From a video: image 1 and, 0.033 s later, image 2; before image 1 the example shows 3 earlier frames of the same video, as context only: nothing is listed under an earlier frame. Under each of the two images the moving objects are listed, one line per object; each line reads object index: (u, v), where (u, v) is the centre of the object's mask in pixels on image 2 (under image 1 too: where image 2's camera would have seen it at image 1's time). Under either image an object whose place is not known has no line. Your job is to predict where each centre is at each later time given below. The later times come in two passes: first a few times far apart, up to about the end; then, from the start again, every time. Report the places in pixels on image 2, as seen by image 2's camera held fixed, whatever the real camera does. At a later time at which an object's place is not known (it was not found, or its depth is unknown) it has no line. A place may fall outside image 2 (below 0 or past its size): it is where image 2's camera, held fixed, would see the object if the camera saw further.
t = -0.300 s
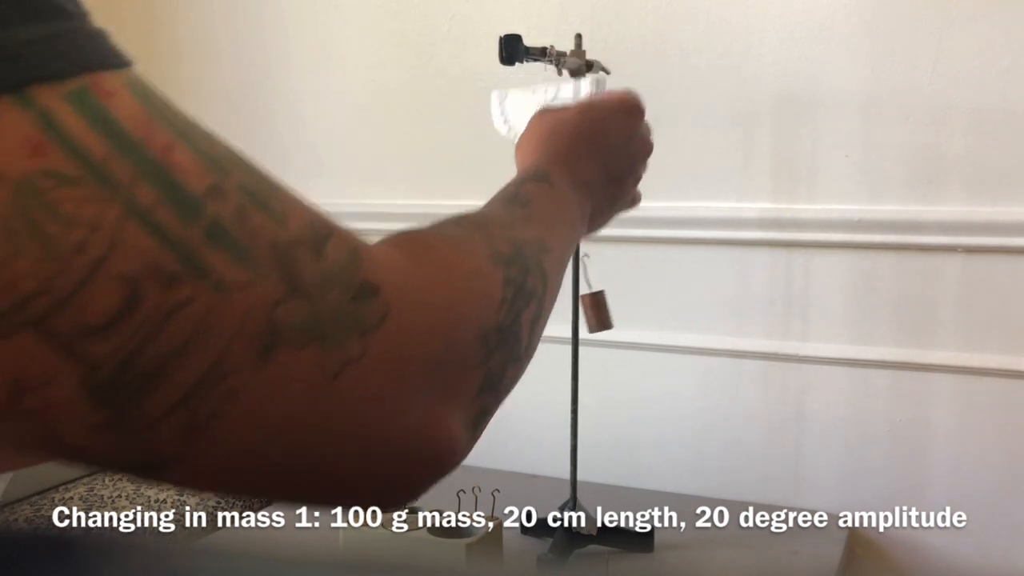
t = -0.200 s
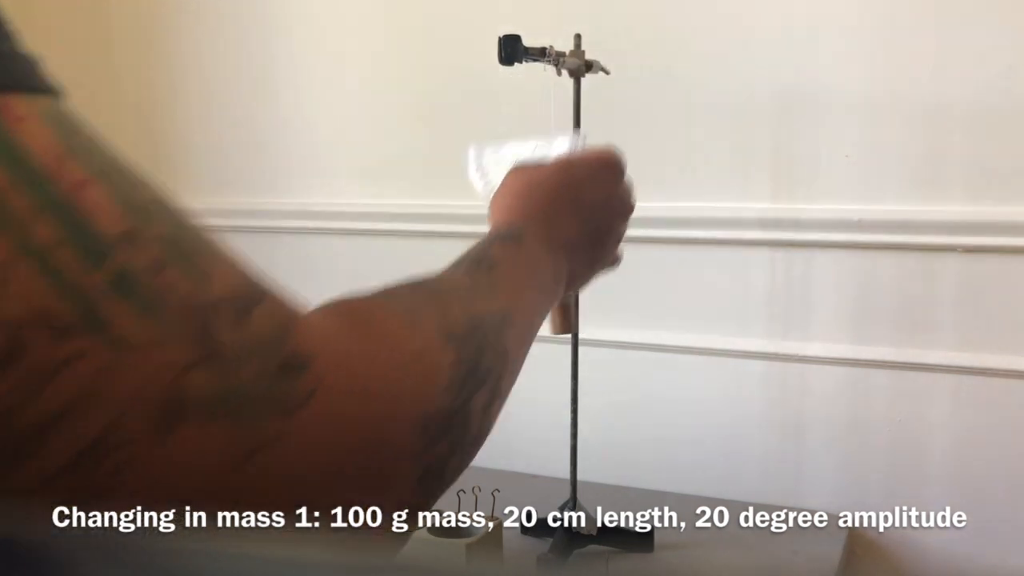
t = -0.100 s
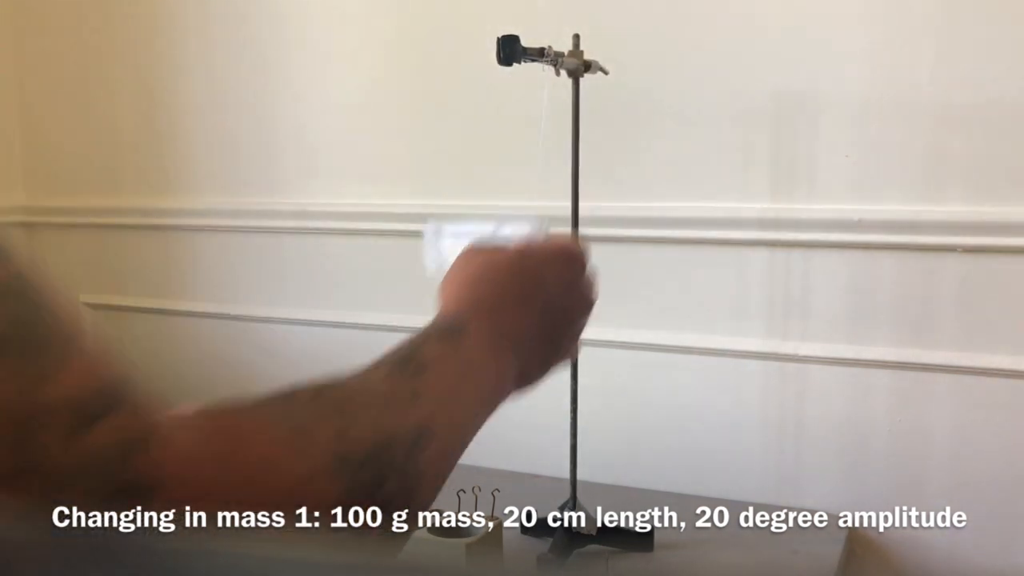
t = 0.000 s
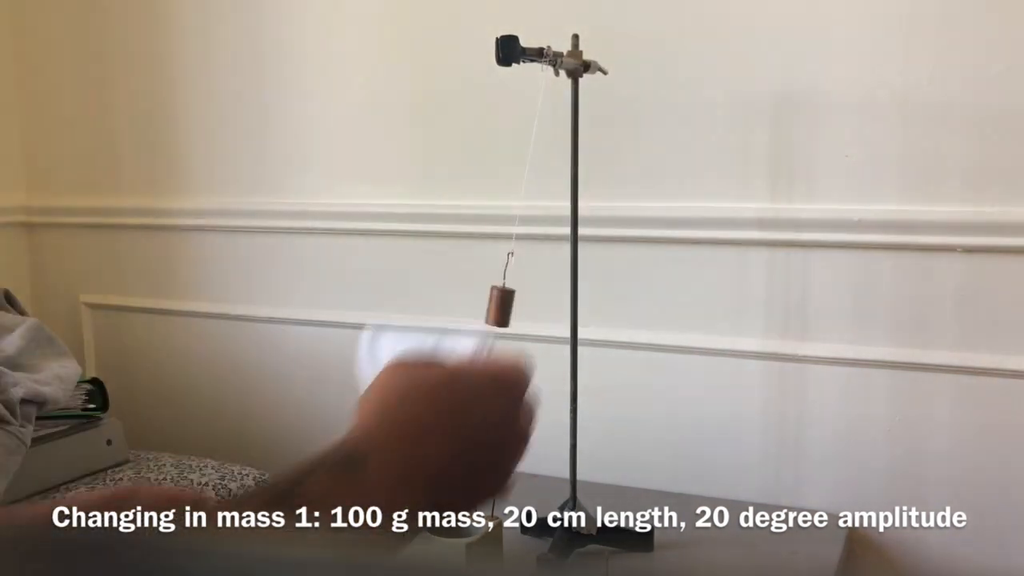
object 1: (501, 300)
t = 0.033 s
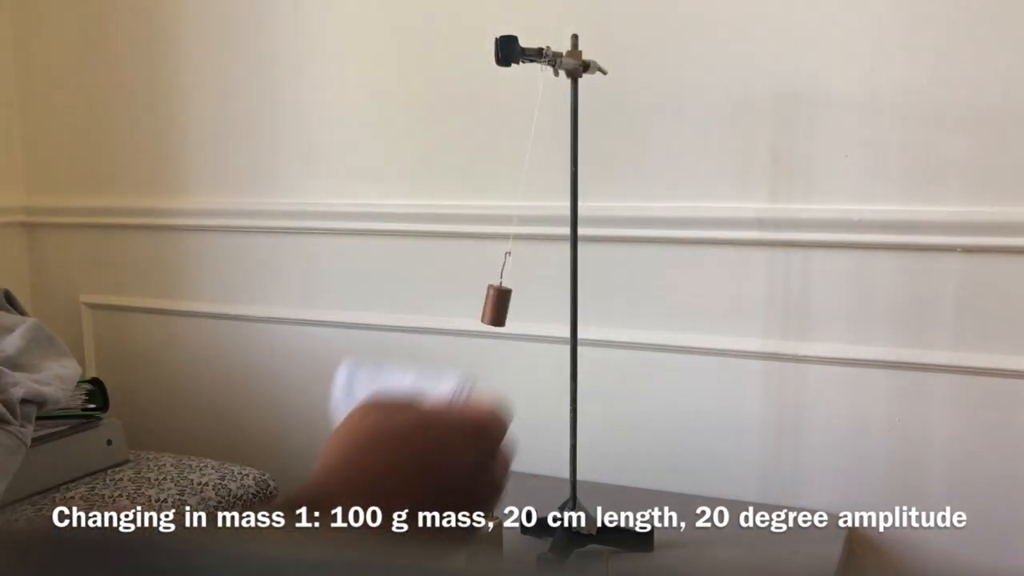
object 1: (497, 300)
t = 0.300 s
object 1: (550, 306)
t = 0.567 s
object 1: (605, 302)
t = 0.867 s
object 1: (523, 303)
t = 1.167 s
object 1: (523, 304)
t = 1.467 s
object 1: (600, 302)
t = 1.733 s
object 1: (551, 306)
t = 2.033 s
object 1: (510, 294)
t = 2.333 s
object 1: (584, 298)
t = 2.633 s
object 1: (566, 306)
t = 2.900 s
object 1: (509, 301)
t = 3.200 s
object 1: (563, 307)
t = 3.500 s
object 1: (583, 305)
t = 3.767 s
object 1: (520, 303)
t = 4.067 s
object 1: (542, 306)
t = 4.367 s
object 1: (591, 307)
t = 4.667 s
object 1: (529, 304)
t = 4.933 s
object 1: (526, 298)
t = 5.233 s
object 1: (585, 295)
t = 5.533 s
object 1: (547, 306)
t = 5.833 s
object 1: (521, 298)
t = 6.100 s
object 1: (577, 313)
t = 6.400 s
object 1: (565, 307)
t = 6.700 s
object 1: (516, 302)
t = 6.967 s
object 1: (560, 307)
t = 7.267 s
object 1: (580, 313)
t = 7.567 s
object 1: (519, 303)
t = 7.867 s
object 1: (550, 306)
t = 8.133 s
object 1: (585, 300)
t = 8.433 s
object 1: (530, 304)
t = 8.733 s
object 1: (534, 306)
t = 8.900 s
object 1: (571, 303)
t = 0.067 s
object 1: (497, 297)
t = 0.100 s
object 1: (498, 300)
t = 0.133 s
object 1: (502, 301)
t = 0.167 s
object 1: (508, 301)
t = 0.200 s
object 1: (517, 302)
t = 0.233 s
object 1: (526, 304)
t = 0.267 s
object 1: (538, 305)
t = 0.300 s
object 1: (550, 306)
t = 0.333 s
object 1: (562, 307)
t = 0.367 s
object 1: (574, 304)
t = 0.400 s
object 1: (584, 306)
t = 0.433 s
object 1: (593, 305)
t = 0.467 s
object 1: (600, 304)
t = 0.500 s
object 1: (604, 303)
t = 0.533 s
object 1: (606, 303)
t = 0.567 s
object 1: (605, 302)
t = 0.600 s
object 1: (601, 304)
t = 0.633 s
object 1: (596, 304)
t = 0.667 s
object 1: (588, 305)
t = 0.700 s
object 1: (578, 304)
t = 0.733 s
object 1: (567, 307)
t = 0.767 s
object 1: (555, 305)
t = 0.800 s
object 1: (544, 305)
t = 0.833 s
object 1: (534, 305)
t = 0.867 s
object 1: (523, 303)
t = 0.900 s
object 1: (516, 294)
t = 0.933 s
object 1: (508, 302)
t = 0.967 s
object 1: (506, 284)
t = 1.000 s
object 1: (504, 284)
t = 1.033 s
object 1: (504, 285)
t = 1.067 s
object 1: (504, 298)
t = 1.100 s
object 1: (509, 295)
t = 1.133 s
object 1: (515, 303)
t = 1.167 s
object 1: (523, 304)
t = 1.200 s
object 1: (533, 305)
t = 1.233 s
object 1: (543, 306)
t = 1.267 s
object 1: (554, 306)
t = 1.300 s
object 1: (565, 307)
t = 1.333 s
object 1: (576, 306)
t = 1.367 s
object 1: (585, 305)
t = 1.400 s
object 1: (590, 290)
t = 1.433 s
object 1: (598, 304)
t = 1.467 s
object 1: (600, 302)
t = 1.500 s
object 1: (601, 303)
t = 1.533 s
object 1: (599, 303)
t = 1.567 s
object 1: (595, 304)
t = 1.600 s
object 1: (587, 295)
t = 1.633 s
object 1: (580, 299)
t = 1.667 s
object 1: (572, 304)
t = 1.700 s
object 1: (561, 305)
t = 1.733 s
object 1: (551, 306)
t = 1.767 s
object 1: (541, 304)
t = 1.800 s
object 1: (531, 304)
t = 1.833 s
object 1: (523, 303)
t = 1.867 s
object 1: (515, 302)
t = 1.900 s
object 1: (510, 302)
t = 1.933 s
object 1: (506, 302)
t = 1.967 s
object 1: (506, 298)
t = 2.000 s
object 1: (507, 297)
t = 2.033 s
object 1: (510, 294)
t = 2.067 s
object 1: (514, 302)
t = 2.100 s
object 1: (521, 304)
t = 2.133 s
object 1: (529, 305)
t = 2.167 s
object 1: (538, 304)
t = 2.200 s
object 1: (548, 306)
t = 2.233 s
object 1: (557, 305)
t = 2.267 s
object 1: (568, 306)
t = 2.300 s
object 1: (577, 302)
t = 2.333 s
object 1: (584, 298)
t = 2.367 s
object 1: (591, 305)
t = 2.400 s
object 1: (595, 301)
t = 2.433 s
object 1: (597, 301)
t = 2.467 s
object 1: (596, 300)
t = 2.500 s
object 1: (594, 301)
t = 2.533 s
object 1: (589, 302)
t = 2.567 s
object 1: (582, 299)
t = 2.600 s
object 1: (575, 302)
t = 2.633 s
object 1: (566, 306)
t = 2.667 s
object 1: (556, 302)
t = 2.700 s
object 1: (546, 304)
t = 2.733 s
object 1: (537, 304)
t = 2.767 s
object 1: (528, 303)
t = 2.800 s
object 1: (521, 303)
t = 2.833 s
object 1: (515, 302)
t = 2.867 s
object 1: (511, 302)
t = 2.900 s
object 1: (509, 301)
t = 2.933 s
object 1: (509, 302)
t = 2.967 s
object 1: (511, 302)
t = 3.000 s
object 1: (515, 303)
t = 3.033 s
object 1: (520, 304)
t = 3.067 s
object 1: (527, 304)
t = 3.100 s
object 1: (535, 305)
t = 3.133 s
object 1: (544, 306)
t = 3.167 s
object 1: (553, 305)
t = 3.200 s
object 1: (563, 307)
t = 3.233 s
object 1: (572, 303)
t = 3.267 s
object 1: (579, 303)
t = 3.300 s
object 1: (585, 299)
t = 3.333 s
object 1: (590, 306)
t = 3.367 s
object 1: (594, 306)
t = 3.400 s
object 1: (594, 306)
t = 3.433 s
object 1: (592, 307)
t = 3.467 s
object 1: (589, 306)
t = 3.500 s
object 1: (583, 305)
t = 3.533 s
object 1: (577, 313)
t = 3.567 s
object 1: (569, 304)
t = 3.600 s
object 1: (558, 306)
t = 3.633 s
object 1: (550, 306)
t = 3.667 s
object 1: (541, 305)
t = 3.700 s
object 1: (533, 306)
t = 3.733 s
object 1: (526, 304)
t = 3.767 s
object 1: (520, 303)
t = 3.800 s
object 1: (515, 303)
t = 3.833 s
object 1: (513, 304)
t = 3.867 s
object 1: (512, 303)
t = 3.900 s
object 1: (513, 303)
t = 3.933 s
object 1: (515, 304)
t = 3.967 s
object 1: (520, 304)
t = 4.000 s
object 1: (526, 306)
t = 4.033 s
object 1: (533, 306)
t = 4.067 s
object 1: (542, 306)
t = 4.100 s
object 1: (550, 307)
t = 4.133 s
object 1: (558, 306)
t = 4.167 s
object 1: (568, 306)
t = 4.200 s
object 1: (576, 313)
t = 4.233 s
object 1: (583, 313)
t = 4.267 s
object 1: (587, 307)
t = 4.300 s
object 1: (590, 307)
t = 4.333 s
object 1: (591, 307)
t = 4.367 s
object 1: (591, 307)
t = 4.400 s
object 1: (586, 298)
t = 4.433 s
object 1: (582, 297)
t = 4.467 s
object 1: (578, 313)
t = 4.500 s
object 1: (570, 306)
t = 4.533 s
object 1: (561, 306)
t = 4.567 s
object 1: (553, 306)
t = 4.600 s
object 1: (545, 306)
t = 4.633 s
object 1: (537, 305)
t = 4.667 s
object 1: (529, 304)
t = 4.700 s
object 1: (524, 304)
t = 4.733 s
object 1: (519, 303)
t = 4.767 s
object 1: (516, 303)
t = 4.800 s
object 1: (514, 303)
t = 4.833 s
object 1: (515, 303)
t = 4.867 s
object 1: (517, 303)
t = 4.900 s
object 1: (520, 304)
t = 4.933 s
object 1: (526, 298)
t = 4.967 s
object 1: (532, 306)
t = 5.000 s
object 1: (540, 307)
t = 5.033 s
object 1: (548, 307)
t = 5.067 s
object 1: (556, 307)
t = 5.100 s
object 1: (564, 308)
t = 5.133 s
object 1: (572, 308)
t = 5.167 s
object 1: (578, 302)
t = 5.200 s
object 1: (583, 303)
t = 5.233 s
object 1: (585, 295)
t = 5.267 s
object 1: (587, 295)
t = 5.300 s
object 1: (587, 295)
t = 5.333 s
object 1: (585, 295)
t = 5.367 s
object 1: (582, 302)
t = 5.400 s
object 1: (578, 312)
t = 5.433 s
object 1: (571, 307)
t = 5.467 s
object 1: (563, 307)
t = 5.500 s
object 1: (555, 306)
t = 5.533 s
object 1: (547, 306)
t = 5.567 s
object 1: (539, 305)
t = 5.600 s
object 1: (532, 305)
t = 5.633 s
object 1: (526, 304)
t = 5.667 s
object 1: (522, 298)
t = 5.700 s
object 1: (518, 300)
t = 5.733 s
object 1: (516, 300)
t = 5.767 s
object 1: (516, 303)
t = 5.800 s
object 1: (518, 300)
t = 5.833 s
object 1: (521, 298)
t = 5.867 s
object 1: (526, 299)
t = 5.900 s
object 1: (532, 299)
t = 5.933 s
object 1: (538, 307)
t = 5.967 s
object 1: (546, 307)
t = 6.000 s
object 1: (554, 308)
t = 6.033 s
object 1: (562, 307)
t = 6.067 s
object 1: (570, 308)
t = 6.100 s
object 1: (577, 313)
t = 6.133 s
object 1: (581, 303)
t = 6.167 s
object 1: (584, 298)
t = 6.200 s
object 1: (586, 297)
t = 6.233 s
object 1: (586, 295)
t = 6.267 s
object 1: (585, 301)
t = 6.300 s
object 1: (582, 302)
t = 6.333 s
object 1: (579, 312)
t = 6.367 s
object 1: (572, 306)
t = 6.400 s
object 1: (565, 307)
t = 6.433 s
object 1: (556, 306)
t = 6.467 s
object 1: (549, 307)
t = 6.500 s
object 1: (541, 306)
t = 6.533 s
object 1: (533, 305)
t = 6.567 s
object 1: (527, 305)
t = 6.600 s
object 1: (522, 305)
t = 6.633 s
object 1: (518, 305)
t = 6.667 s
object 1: (516, 305)
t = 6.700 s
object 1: (516, 302)
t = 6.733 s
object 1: (517, 305)
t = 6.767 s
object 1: (520, 306)
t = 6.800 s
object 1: (524, 306)
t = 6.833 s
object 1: (530, 306)
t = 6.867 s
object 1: (537, 307)
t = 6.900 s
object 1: (544, 307)
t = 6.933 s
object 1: (552, 307)
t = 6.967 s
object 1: (560, 307)
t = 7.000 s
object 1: (568, 305)
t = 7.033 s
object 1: (575, 313)
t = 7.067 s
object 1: (581, 313)
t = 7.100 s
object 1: (583, 300)
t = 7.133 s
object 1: (585, 296)
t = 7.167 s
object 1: (586, 299)
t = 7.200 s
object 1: (585, 296)
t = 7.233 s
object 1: (582, 301)
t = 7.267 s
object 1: (580, 313)
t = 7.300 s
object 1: (573, 305)
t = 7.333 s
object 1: (566, 306)
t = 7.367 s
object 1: (558, 306)
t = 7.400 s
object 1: (550, 305)
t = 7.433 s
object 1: (542, 305)
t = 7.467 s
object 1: (535, 304)
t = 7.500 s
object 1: (529, 304)
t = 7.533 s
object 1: (523, 304)
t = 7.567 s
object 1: (519, 303)
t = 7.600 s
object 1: (517, 303)
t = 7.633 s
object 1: (516, 303)
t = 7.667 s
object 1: (517, 303)
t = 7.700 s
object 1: (519, 304)
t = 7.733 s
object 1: (524, 304)
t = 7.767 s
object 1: (529, 305)
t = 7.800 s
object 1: (536, 305)
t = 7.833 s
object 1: (543, 306)
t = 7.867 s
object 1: (550, 306)
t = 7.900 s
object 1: (557, 305)
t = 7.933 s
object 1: (566, 306)
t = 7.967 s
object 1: (573, 303)
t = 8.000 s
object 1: (580, 313)
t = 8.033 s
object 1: (582, 304)
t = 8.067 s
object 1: (585, 300)
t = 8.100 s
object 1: (585, 298)
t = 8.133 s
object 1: (585, 300)
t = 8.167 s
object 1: (583, 301)
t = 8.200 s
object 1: (580, 313)
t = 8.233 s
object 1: (574, 302)
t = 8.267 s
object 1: (567, 307)
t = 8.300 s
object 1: (559, 306)
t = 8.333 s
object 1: (552, 306)
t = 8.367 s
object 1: (544, 305)
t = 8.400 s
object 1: (537, 304)
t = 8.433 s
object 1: (530, 304)
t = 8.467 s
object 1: (525, 304)
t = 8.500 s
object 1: (520, 304)
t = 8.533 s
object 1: (518, 304)
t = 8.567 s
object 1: (516, 304)
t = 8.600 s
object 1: (517, 304)
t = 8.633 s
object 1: (519, 304)
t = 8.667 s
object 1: (523, 305)
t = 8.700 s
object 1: (528, 305)
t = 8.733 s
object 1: (534, 306)
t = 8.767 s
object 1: (541, 306)
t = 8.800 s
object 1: (549, 307)
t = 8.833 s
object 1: (556, 307)
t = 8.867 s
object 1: (564, 306)
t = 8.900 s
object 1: (571, 303)
